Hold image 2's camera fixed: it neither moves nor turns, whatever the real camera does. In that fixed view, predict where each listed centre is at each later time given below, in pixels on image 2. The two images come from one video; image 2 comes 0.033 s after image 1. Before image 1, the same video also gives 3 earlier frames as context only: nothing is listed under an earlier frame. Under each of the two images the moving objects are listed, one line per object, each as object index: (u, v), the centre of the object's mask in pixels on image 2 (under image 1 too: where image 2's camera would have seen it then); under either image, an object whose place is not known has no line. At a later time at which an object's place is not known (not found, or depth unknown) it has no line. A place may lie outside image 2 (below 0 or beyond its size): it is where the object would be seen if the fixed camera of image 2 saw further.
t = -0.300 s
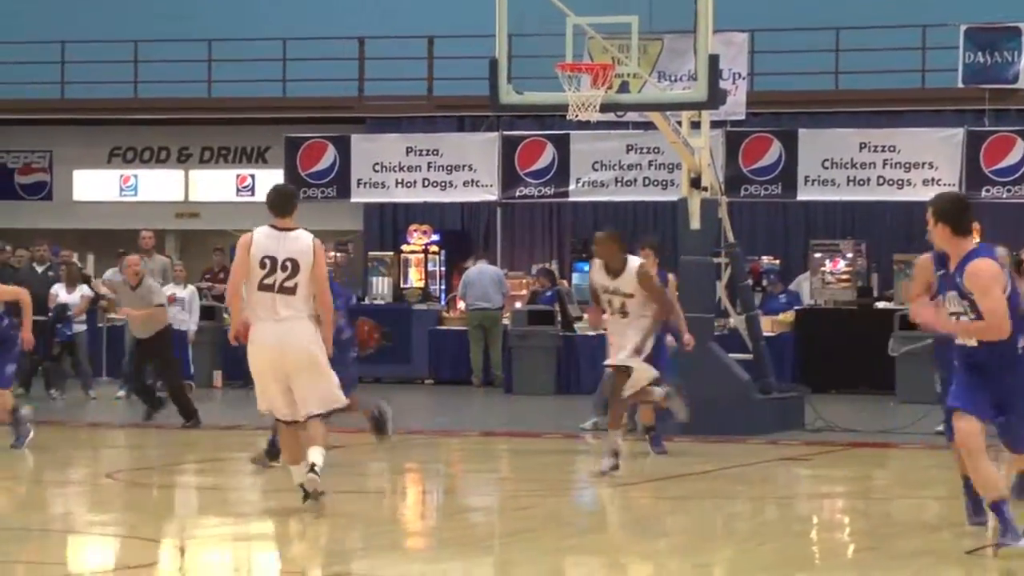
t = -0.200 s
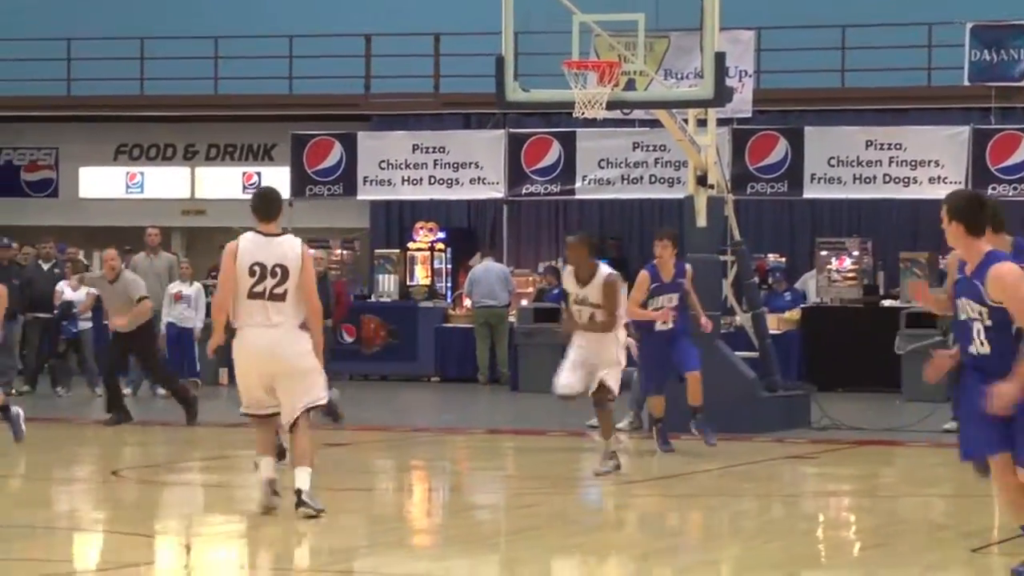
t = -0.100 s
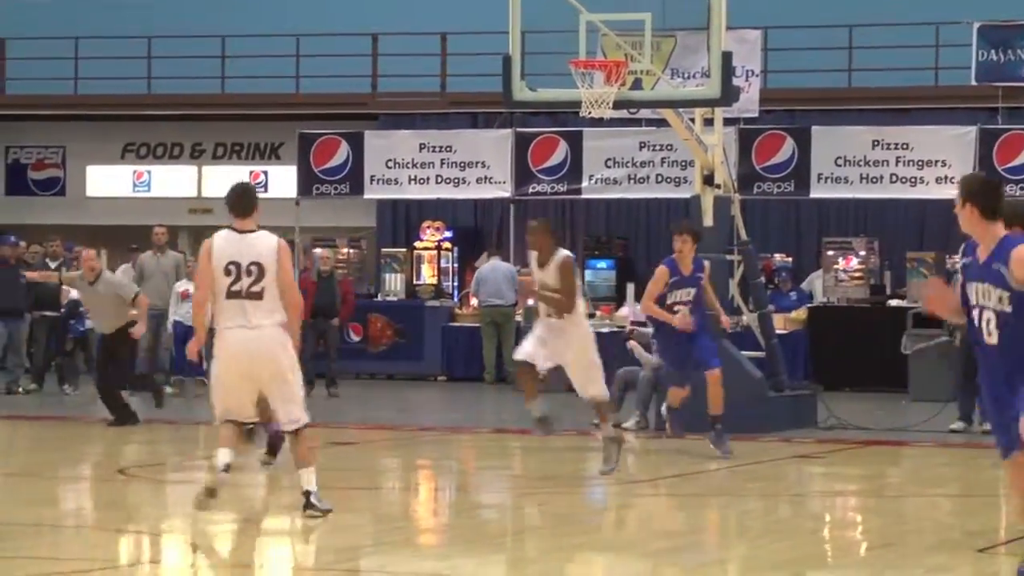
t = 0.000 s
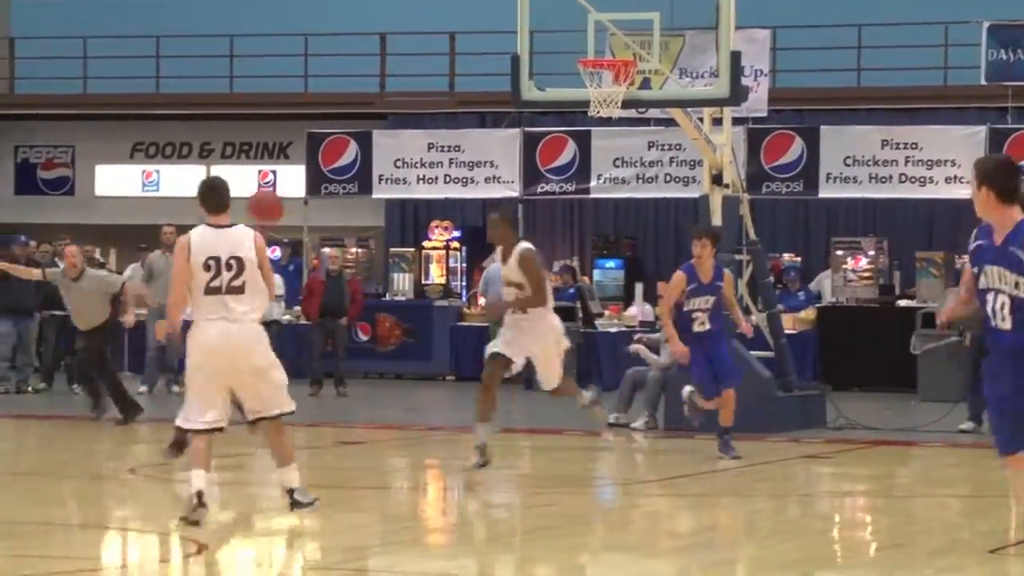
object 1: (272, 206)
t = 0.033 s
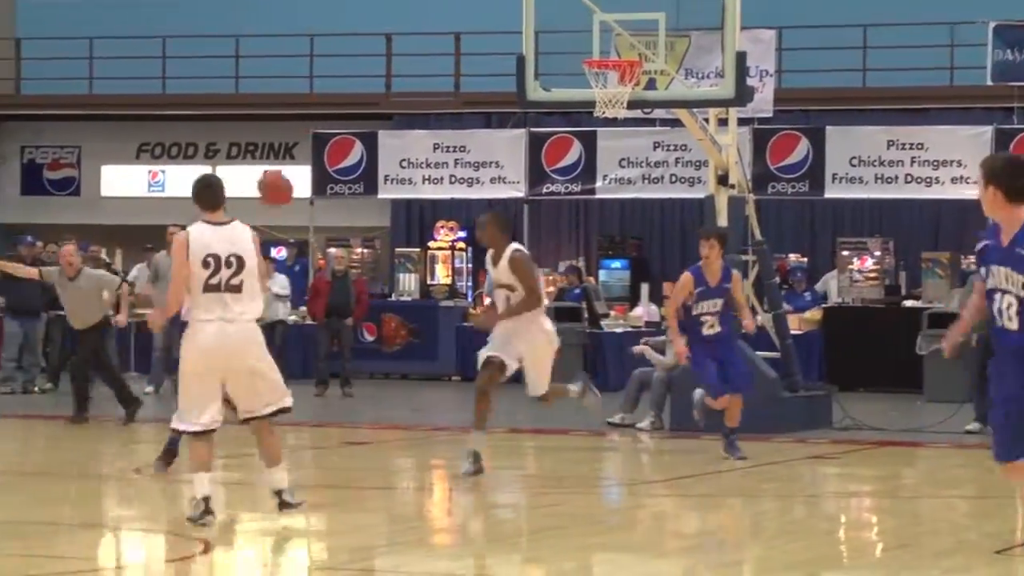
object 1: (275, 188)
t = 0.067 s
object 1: (280, 170)
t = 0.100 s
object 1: (285, 152)
